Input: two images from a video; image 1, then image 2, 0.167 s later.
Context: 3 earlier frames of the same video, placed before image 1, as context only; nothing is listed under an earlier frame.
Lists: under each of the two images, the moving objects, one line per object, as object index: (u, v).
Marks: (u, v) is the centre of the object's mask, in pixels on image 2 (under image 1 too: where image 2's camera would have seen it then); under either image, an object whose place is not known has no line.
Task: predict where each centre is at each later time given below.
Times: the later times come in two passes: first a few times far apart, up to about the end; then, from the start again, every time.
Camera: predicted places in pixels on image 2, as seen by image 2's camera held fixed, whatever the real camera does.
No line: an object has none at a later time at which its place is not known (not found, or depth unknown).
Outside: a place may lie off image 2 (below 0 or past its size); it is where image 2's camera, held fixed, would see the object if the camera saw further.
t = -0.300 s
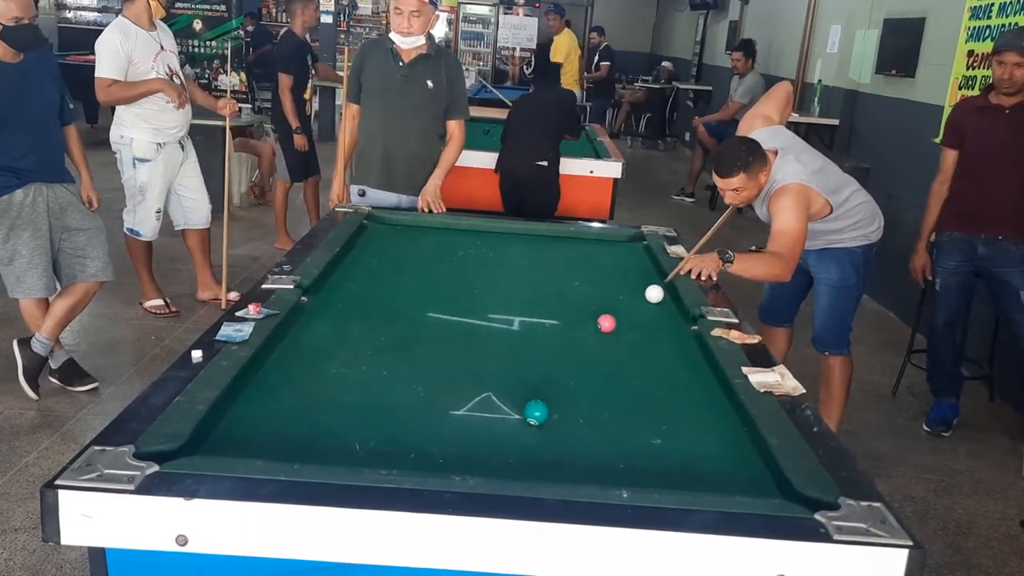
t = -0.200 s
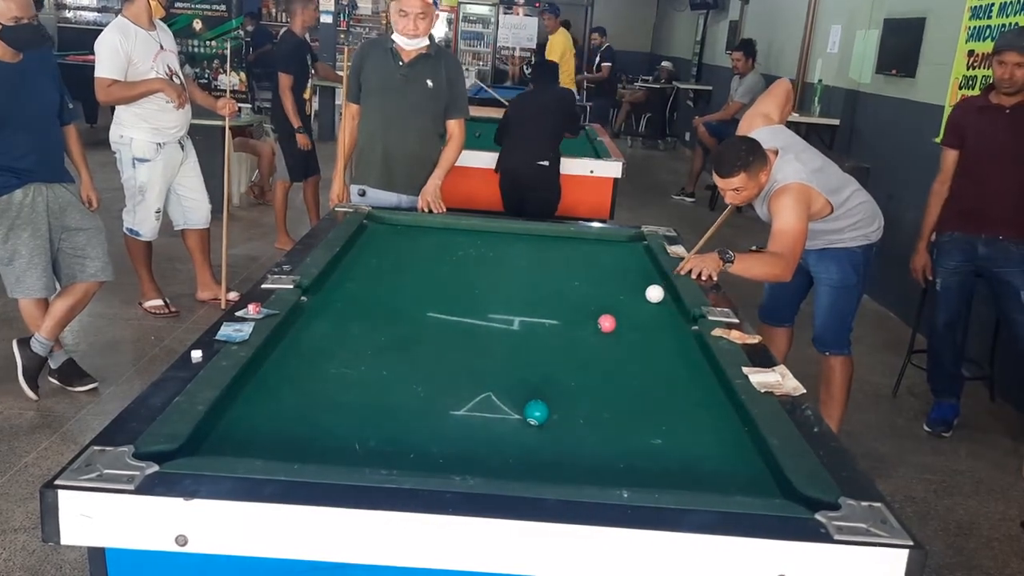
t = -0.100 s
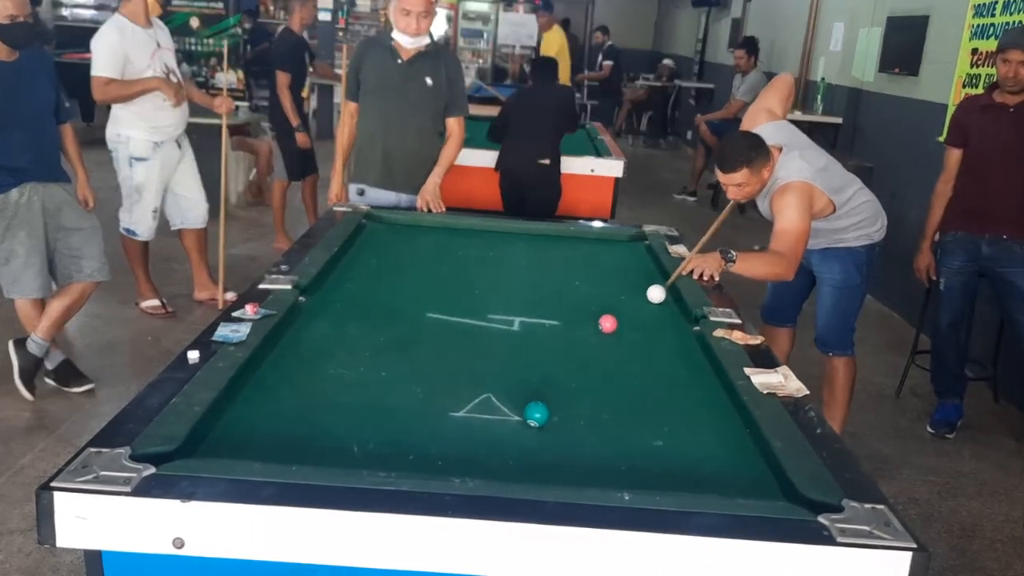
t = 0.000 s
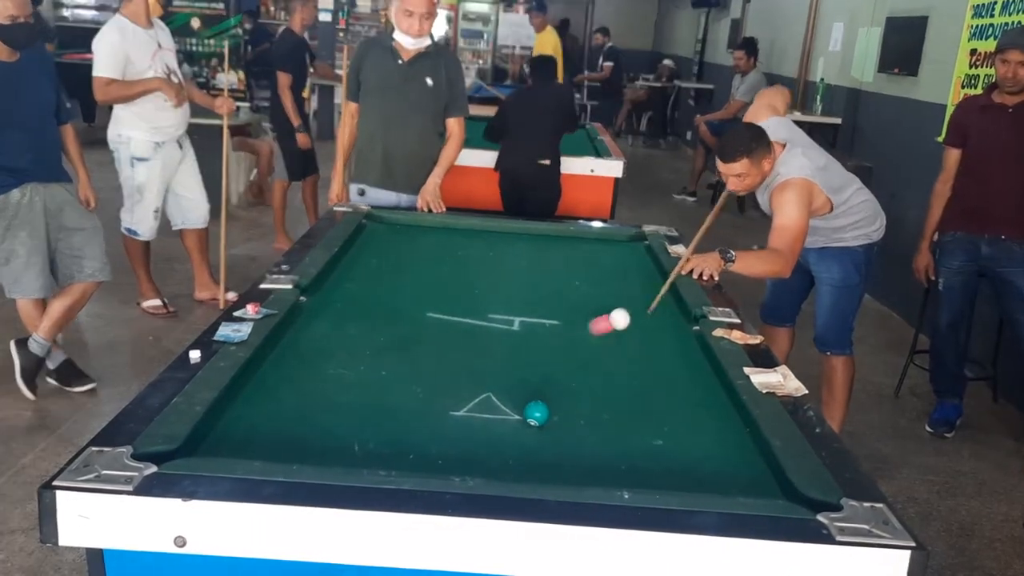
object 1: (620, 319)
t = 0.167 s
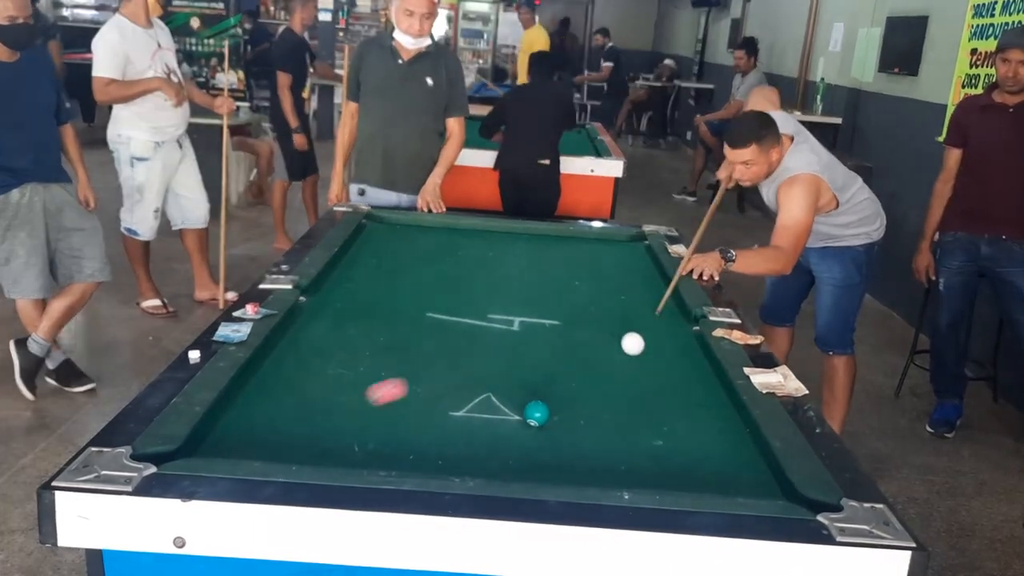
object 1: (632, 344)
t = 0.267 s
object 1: (643, 356)
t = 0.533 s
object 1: (674, 392)
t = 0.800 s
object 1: (711, 437)
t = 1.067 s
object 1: (757, 486)
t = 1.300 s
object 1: (765, 475)
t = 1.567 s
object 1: (722, 453)
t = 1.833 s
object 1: (686, 434)
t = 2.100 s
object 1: (655, 418)
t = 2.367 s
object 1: (629, 404)
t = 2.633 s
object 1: (607, 393)
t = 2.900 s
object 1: (589, 384)
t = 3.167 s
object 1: (574, 377)
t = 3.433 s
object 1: (562, 372)
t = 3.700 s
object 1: (553, 368)
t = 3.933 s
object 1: (548, 366)
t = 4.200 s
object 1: (545, 365)
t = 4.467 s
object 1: (544, 365)
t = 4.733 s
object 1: (544, 365)
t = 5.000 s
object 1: (544, 365)
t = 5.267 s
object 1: (544, 365)
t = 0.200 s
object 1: (636, 348)
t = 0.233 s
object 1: (639, 352)
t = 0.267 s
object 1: (643, 356)
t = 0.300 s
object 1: (646, 360)
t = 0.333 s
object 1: (650, 364)
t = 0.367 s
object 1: (654, 369)
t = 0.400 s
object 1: (658, 373)
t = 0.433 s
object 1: (661, 378)
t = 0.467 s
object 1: (665, 382)
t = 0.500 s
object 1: (669, 387)
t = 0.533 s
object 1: (674, 392)
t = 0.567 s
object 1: (678, 397)
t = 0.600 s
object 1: (682, 402)
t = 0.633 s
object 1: (687, 408)
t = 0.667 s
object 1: (692, 413)
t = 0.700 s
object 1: (696, 419)
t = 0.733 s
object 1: (701, 425)
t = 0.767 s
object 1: (706, 430)
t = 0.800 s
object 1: (711, 437)
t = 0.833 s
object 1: (716, 443)
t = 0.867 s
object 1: (722, 449)
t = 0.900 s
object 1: (727, 455)
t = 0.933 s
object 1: (733, 462)
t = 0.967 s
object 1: (739, 469)
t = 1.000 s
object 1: (745, 475)
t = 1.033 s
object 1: (751, 481)
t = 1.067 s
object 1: (757, 486)
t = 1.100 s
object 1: (763, 490)
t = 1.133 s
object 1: (767, 488)
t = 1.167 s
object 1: (772, 486)
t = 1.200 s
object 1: (776, 484)
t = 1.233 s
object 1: (777, 482)
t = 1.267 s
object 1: (771, 479)
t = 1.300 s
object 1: (765, 475)
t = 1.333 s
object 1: (759, 472)
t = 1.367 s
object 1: (753, 470)
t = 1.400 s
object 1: (748, 467)
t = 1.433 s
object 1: (742, 464)
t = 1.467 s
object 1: (737, 461)
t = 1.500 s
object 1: (732, 458)
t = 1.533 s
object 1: (727, 456)
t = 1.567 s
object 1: (722, 453)
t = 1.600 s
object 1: (717, 450)
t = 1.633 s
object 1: (712, 448)
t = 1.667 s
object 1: (707, 445)
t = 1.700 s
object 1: (703, 443)
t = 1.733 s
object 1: (698, 441)
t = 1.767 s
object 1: (694, 438)
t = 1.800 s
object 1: (690, 436)
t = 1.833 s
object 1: (686, 434)
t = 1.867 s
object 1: (681, 432)
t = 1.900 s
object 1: (677, 429)
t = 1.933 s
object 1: (673, 427)
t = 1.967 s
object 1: (669, 425)
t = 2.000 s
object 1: (666, 423)
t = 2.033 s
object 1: (662, 421)
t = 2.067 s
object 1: (658, 419)
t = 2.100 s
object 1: (655, 418)
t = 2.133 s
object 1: (652, 416)
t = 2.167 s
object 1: (648, 414)
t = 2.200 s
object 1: (645, 412)
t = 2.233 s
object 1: (641, 411)
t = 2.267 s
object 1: (638, 409)
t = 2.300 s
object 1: (635, 407)
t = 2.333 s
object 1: (632, 406)
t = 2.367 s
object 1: (629, 404)
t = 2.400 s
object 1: (626, 402)
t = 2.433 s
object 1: (623, 401)
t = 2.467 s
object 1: (621, 400)
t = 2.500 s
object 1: (618, 398)
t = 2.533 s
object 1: (615, 397)
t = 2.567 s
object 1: (612, 396)
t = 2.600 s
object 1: (610, 394)
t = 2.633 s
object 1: (607, 393)
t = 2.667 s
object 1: (605, 392)
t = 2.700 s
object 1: (602, 391)
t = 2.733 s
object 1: (600, 390)
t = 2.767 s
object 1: (598, 388)
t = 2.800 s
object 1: (595, 387)
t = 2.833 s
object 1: (593, 386)
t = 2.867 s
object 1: (591, 385)
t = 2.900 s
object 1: (589, 384)
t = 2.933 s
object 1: (587, 383)
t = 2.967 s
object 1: (585, 382)
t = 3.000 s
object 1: (583, 381)
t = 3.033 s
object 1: (581, 380)
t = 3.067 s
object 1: (579, 380)
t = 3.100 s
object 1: (578, 379)
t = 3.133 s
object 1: (576, 378)
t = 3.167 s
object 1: (574, 377)
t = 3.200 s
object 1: (572, 377)
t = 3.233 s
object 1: (571, 376)
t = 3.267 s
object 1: (569, 375)
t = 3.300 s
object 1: (568, 374)
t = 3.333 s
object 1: (566, 374)
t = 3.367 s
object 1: (565, 373)
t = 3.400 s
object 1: (563, 373)
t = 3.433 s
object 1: (562, 372)
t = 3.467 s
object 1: (561, 371)
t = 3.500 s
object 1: (559, 371)
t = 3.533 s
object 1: (558, 370)
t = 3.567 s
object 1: (557, 370)
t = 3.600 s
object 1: (556, 369)
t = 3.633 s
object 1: (555, 369)
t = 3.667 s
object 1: (554, 368)
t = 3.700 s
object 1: (553, 368)
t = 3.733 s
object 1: (552, 368)
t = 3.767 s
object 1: (551, 367)
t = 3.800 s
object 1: (551, 367)
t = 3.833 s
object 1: (550, 367)
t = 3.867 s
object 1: (549, 367)
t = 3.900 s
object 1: (548, 366)
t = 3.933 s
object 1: (548, 366)
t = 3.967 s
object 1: (547, 366)
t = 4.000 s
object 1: (547, 366)
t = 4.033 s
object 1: (546, 365)
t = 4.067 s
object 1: (546, 365)
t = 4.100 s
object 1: (546, 365)
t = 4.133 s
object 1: (545, 365)
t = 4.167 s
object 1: (545, 365)
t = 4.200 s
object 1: (545, 365)
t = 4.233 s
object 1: (545, 365)
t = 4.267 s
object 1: (545, 365)
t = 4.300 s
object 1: (544, 365)
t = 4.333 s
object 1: (544, 365)
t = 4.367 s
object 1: (544, 365)
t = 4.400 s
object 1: (544, 365)
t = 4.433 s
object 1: (544, 365)
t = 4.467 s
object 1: (544, 365)
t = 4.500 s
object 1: (544, 365)
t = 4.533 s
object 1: (544, 365)
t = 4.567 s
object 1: (544, 365)
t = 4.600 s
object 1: (544, 365)
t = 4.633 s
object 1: (544, 365)
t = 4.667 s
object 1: (544, 365)
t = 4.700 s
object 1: (544, 365)
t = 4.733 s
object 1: (544, 365)
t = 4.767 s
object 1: (544, 365)
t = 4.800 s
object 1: (544, 365)
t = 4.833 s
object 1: (544, 365)
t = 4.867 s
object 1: (544, 365)
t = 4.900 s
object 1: (544, 365)
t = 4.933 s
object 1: (544, 365)
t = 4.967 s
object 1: (544, 365)
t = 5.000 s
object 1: (544, 365)
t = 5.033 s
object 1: (544, 365)
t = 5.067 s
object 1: (544, 365)
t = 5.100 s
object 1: (544, 365)
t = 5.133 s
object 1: (544, 365)
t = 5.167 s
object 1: (544, 365)
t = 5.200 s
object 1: (544, 365)
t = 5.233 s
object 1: (544, 365)
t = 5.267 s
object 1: (544, 365)
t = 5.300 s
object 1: (544, 365)
